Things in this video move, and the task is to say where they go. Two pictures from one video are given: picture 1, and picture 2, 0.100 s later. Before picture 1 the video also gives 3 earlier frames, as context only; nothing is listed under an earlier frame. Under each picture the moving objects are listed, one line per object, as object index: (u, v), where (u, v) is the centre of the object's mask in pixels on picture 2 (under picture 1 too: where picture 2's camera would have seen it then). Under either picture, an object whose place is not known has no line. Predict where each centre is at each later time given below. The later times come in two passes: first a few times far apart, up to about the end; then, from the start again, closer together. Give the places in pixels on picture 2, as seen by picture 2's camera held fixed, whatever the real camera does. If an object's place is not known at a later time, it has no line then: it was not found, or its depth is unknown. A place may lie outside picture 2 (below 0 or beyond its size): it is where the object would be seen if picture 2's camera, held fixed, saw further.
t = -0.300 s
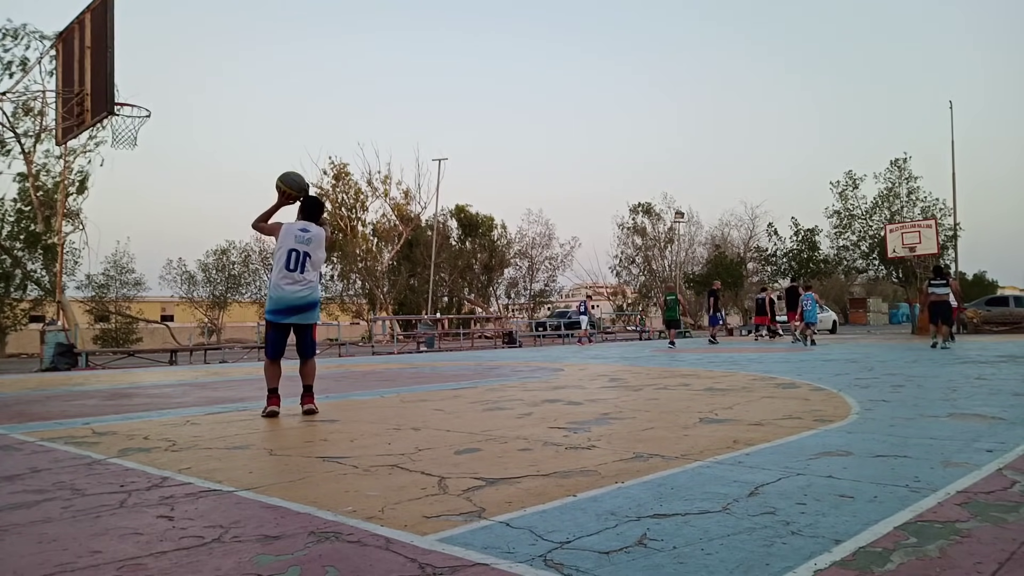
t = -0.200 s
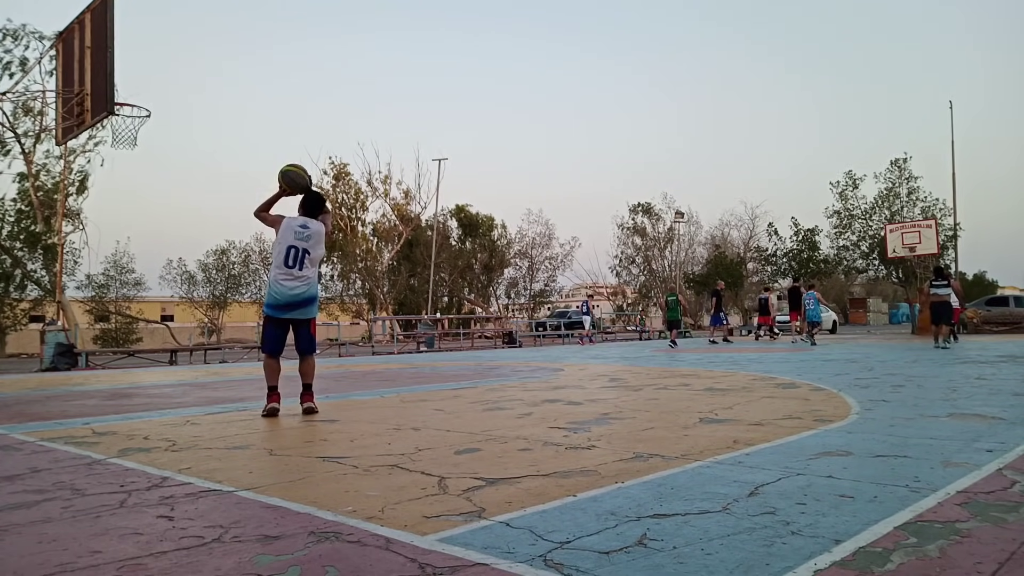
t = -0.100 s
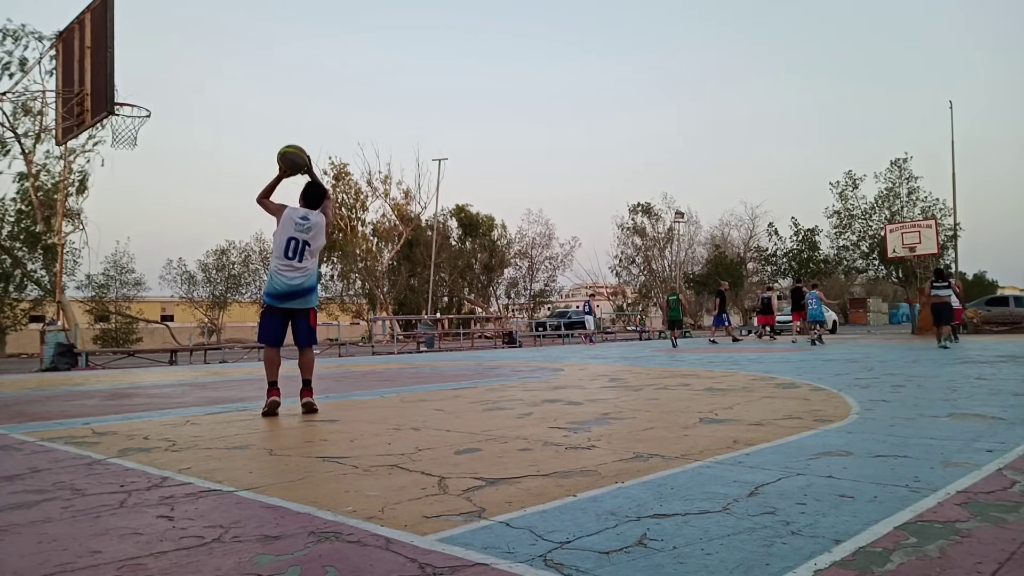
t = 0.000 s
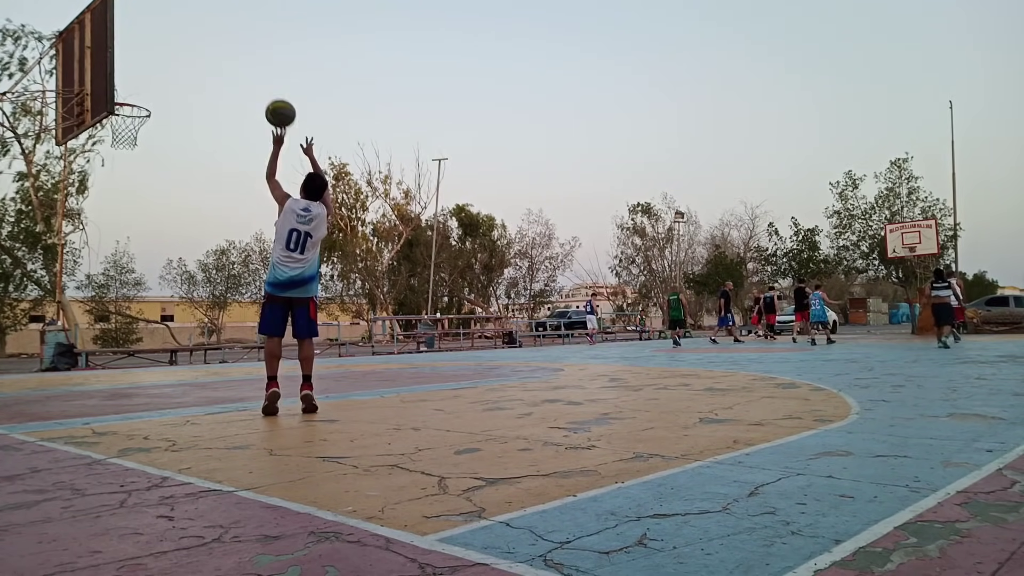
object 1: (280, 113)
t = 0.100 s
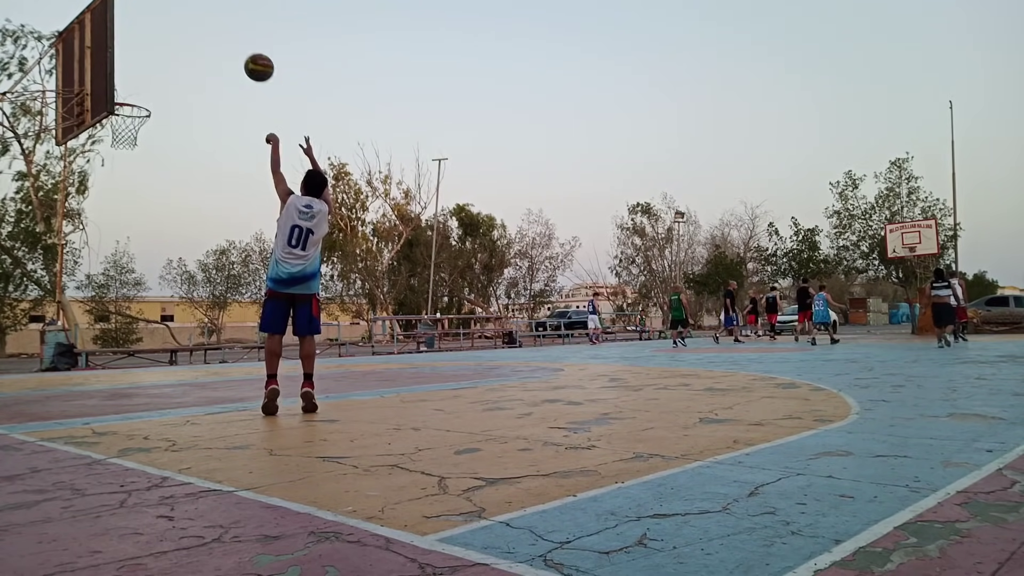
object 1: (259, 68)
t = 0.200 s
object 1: (239, 36)
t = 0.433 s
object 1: (197, 10)
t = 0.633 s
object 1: (165, 32)
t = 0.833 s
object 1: (138, 91)
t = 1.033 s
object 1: (123, 133)
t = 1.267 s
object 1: (114, 165)
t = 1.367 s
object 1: (110, 194)
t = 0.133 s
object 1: (252, 55)
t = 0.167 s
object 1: (245, 45)
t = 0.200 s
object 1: (239, 36)
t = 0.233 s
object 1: (232, 28)
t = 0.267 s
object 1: (226, 22)
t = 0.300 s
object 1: (220, 17)
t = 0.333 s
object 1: (214, 13)
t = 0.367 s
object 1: (208, 11)
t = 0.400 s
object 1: (203, 11)
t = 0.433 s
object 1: (197, 10)
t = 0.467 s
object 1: (191, 11)
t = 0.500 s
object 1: (186, 13)
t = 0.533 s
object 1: (181, 16)
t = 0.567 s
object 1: (175, 20)
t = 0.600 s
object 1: (170, 26)
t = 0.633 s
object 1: (165, 32)
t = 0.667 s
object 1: (161, 40)
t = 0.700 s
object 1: (156, 48)
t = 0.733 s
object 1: (151, 58)
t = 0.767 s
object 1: (147, 68)
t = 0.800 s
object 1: (142, 79)
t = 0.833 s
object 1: (138, 91)
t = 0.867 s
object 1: (134, 104)
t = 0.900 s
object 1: (129, 117)
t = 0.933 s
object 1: (126, 129)
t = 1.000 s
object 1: (124, 132)
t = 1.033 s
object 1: (123, 133)
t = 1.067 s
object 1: (122, 135)
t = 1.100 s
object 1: (121, 137)
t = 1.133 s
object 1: (119, 141)
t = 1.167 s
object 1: (118, 145)
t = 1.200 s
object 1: (117, 151)
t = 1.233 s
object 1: (115, 157)
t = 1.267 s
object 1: (114, 165)
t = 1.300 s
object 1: (113, 174)
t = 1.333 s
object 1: (111, 183)
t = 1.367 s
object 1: (110, 194)
